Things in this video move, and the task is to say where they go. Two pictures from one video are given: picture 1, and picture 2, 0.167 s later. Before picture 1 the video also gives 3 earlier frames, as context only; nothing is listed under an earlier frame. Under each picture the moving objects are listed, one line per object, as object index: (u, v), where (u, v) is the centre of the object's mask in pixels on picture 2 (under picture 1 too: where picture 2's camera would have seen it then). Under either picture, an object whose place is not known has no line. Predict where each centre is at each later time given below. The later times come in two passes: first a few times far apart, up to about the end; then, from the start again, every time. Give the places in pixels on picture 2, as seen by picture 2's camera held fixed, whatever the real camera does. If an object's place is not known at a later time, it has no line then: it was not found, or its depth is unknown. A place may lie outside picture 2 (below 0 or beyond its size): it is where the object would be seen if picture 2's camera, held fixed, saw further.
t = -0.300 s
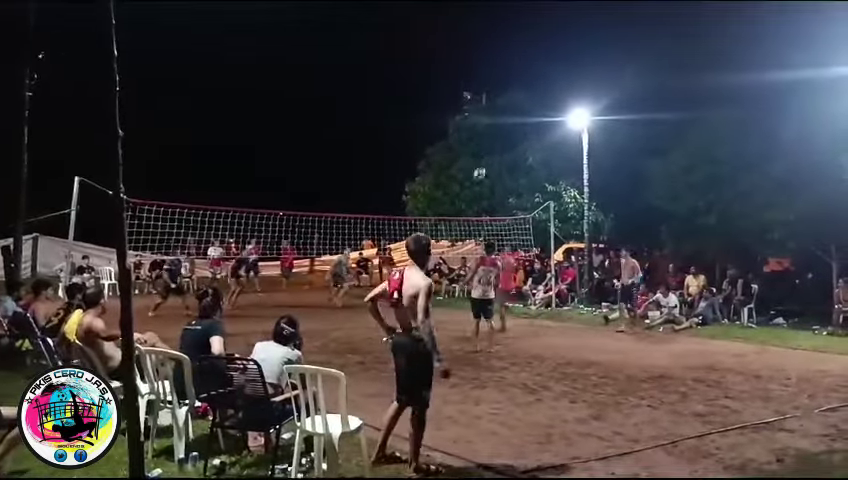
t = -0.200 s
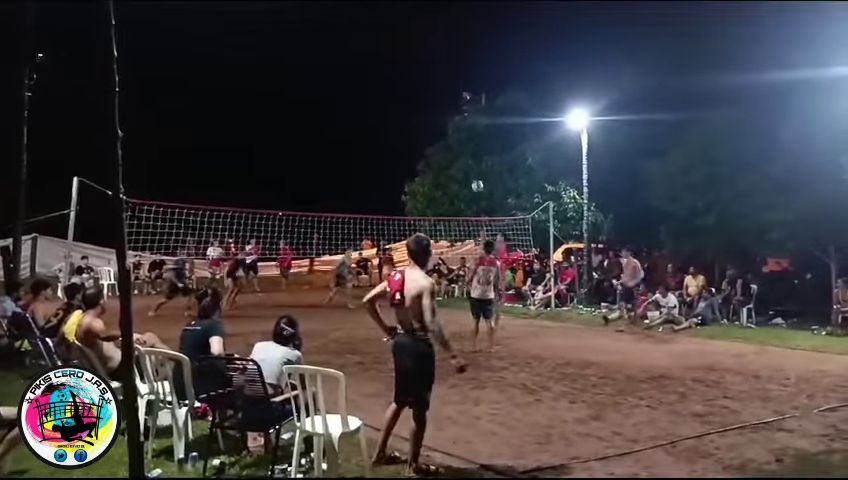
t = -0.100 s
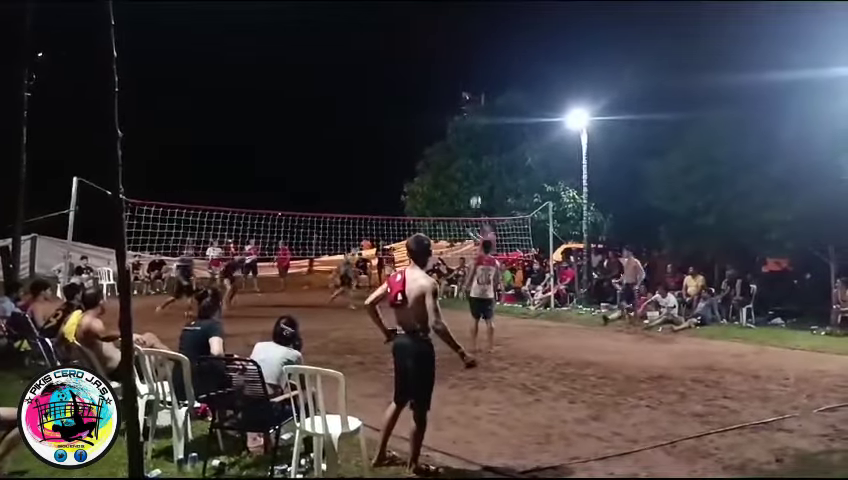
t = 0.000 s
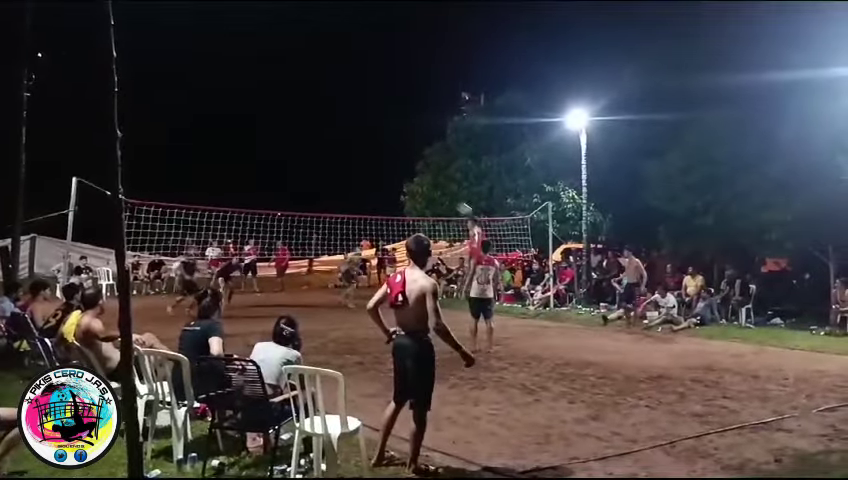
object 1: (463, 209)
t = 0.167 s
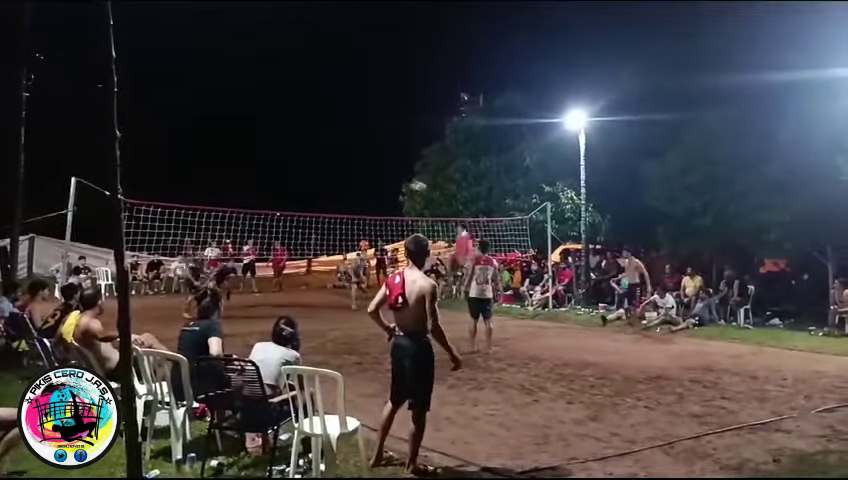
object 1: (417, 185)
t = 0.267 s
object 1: (393, 178)
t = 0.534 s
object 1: (336, 180)
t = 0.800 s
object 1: (288, 207)
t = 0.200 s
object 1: (409, 183)
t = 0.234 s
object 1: (401, 180)
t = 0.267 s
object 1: (393, 178)
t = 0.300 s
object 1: (386, 177)
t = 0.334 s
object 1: (378, 176)
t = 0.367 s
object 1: (370, 175)
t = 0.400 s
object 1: (363, 175)
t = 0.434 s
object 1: (356, 174)
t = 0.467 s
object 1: (349, 177)
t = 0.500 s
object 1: (343, 178)
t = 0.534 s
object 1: (336, 180)
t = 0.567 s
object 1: (329, 182)
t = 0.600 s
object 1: (323, 185)
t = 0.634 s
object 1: (317, 187)
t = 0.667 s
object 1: (311, 191)
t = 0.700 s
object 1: (305, 194)
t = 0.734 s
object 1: (299, 198)
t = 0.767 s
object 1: (293, 203)
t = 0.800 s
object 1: (288, 207)
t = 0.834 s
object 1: (282, 212)
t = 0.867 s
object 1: (276, 217)
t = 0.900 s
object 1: (271, 222)
